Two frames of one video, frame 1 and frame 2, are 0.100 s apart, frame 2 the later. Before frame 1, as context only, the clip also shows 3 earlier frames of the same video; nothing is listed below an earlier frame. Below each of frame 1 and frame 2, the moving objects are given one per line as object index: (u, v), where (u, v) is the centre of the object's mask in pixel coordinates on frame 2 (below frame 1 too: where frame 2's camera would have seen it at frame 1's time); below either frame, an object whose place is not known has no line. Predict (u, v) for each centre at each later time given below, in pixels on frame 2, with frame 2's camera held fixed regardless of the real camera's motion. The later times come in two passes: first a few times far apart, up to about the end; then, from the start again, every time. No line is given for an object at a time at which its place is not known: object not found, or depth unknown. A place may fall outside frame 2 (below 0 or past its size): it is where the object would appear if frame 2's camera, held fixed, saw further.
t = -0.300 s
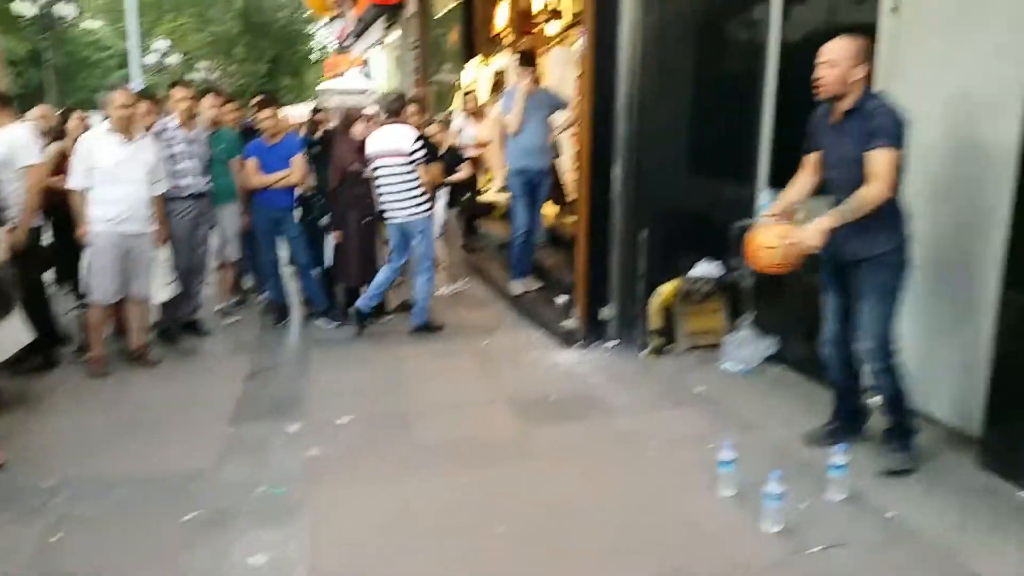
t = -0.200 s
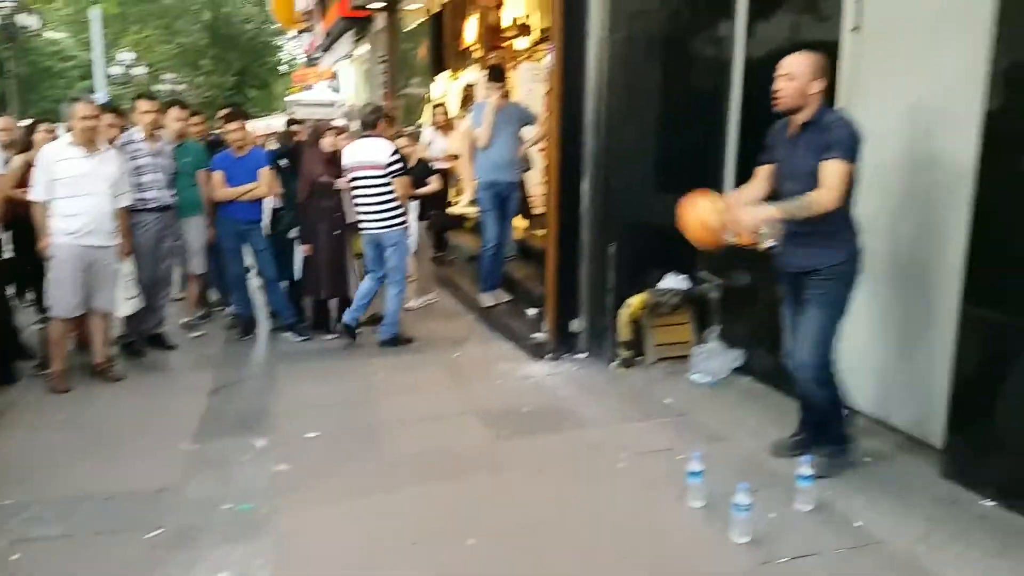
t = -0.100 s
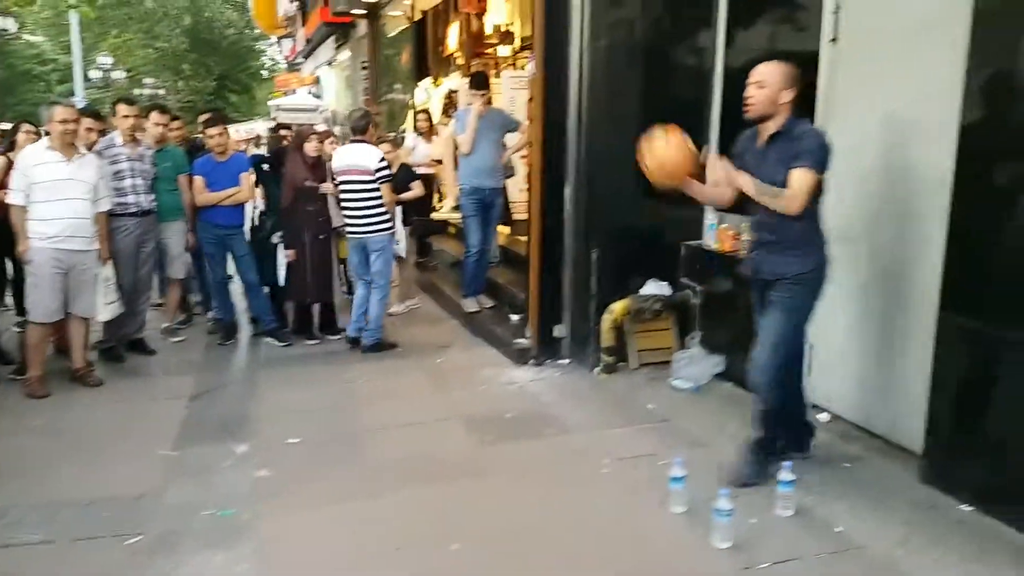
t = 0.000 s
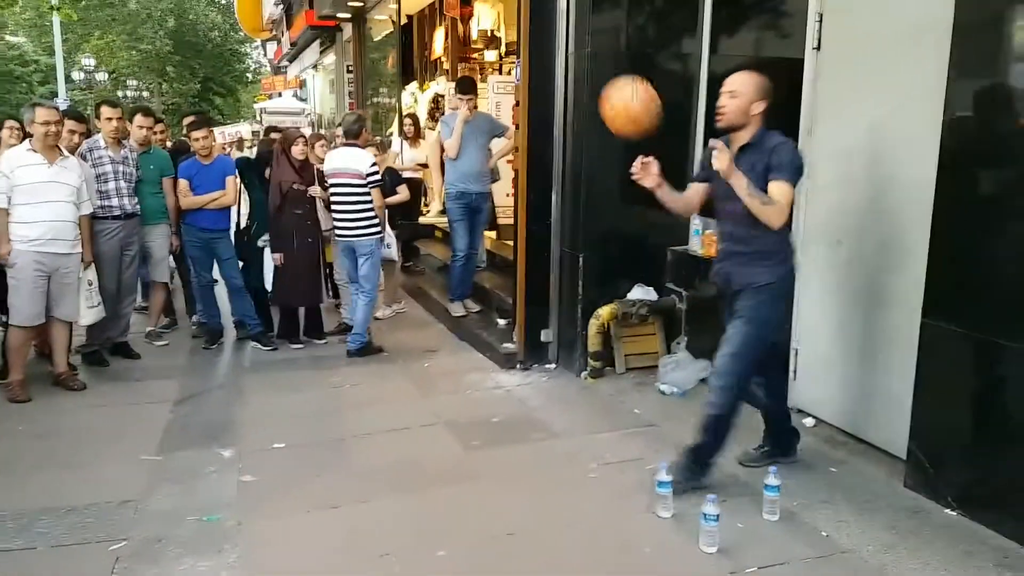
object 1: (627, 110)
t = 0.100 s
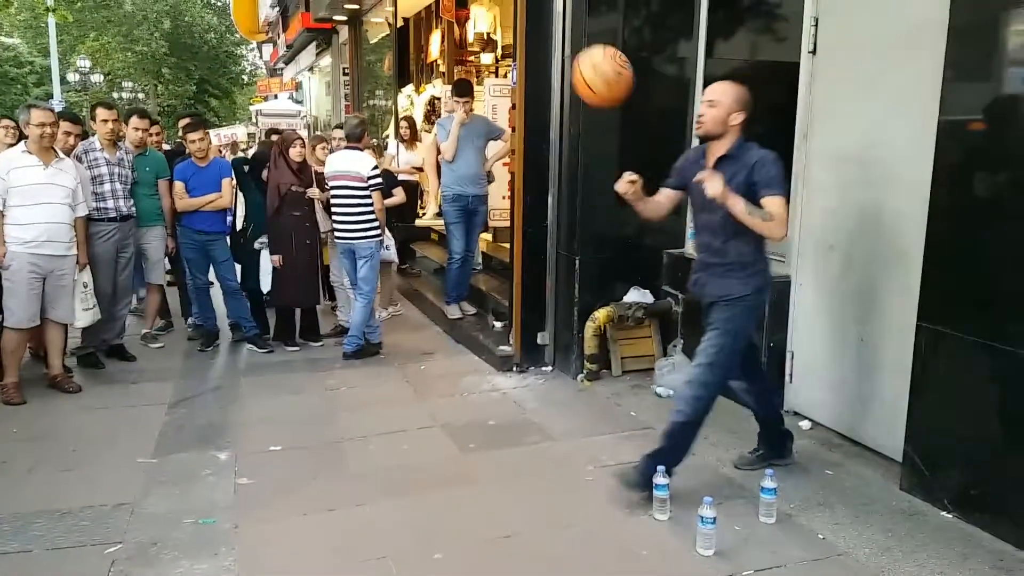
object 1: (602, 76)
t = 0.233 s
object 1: (568, 71)
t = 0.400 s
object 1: (517, 135)
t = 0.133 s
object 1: (595, 70)
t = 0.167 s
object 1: (586, 67)
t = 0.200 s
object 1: (577, 67)
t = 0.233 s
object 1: (568, 71)
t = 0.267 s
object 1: (557, 79)
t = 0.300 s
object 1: (548, 89)
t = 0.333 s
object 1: (537, 102)
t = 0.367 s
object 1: (527, 117)
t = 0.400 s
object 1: (517, 135)
